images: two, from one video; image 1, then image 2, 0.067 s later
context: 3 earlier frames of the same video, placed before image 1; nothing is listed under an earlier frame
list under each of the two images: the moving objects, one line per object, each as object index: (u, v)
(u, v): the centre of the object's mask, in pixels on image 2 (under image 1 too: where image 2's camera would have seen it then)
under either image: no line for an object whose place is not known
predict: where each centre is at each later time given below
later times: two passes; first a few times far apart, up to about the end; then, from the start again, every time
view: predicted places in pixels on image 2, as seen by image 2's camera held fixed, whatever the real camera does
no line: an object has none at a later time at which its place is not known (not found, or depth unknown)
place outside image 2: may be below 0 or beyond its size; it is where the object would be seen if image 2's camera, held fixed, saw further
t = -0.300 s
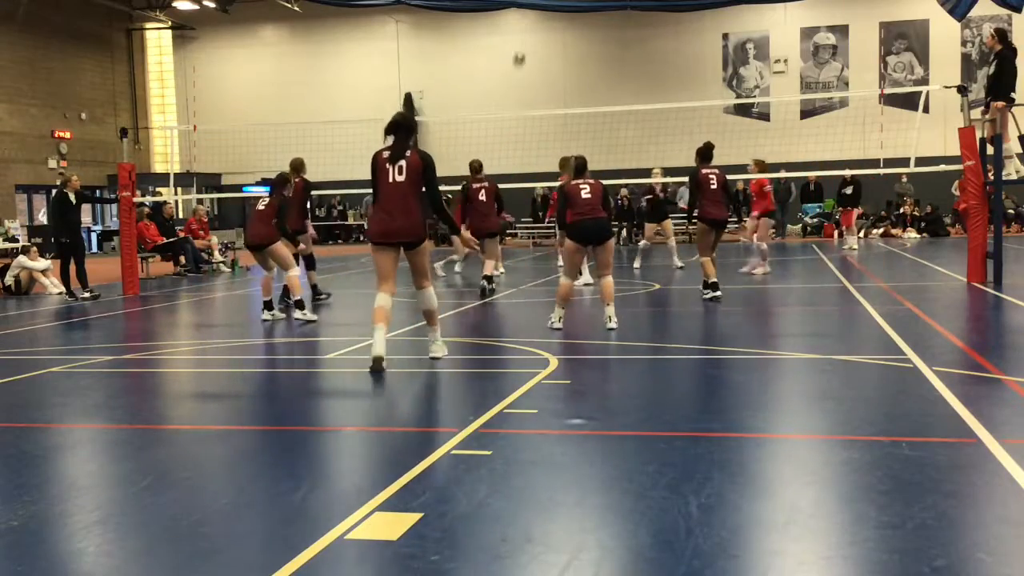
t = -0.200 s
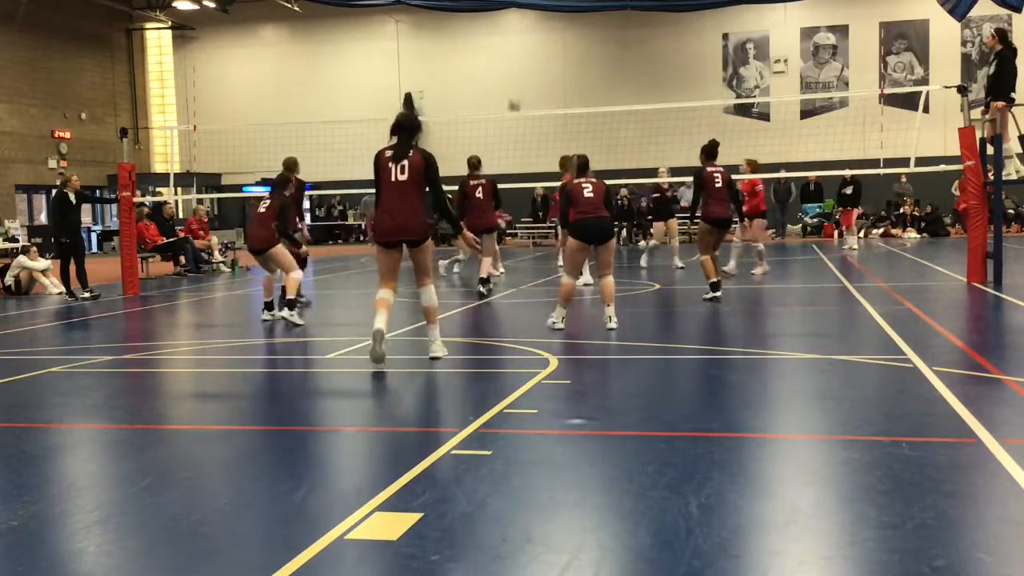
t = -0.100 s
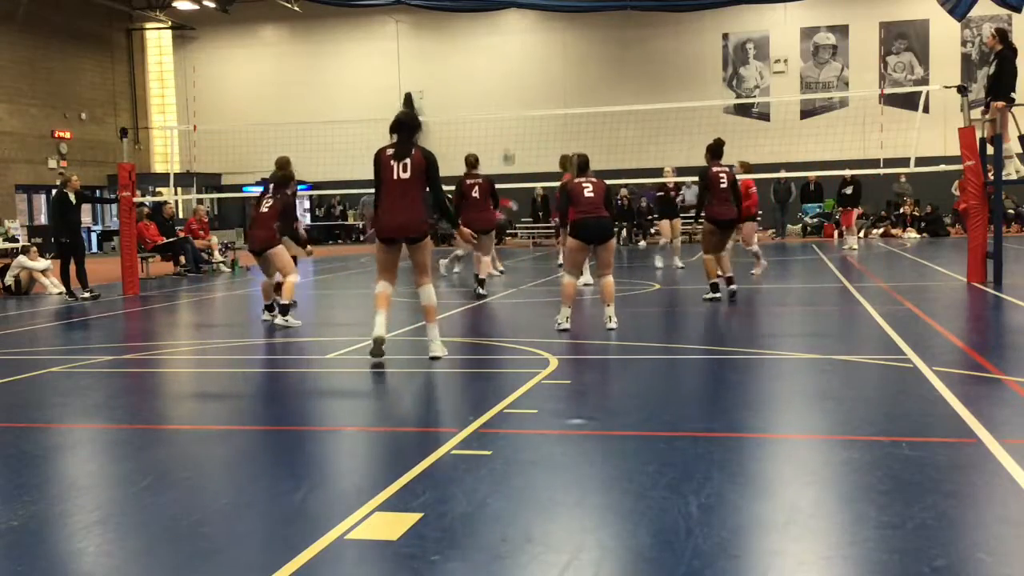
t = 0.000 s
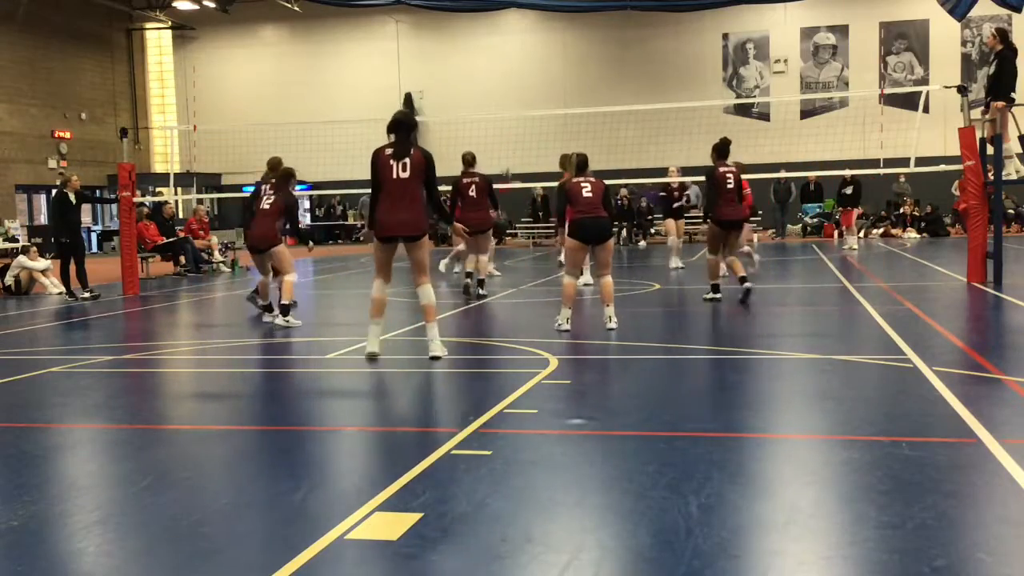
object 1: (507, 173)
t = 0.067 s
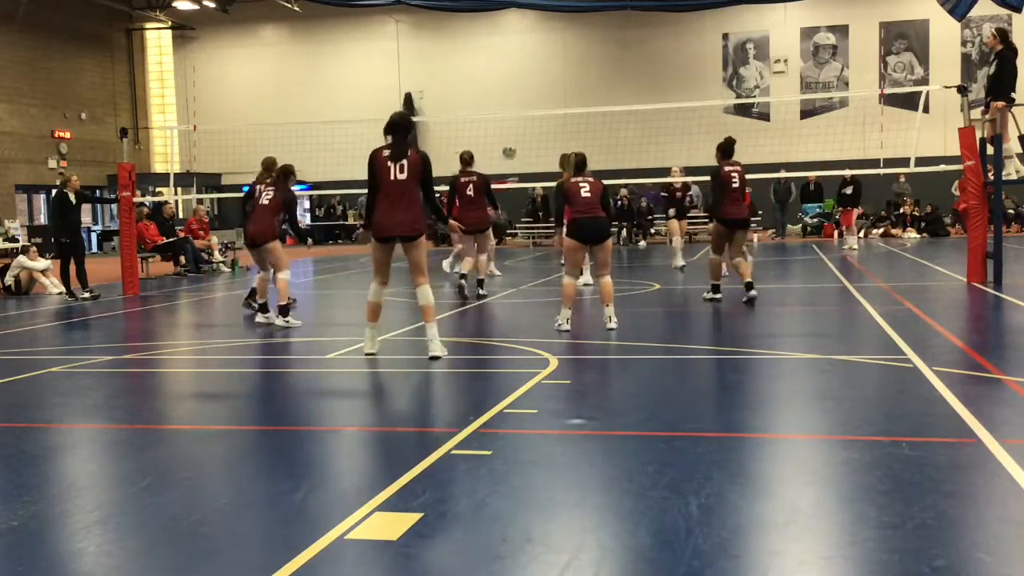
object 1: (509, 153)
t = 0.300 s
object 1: (518, 94)
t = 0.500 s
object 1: (528, 72)
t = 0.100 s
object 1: (510, 142)
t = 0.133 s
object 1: (511, 133)
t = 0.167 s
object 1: (512, 124)
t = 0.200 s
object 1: (513, 118)
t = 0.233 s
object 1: (514, 107)
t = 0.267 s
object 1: (516, 99)
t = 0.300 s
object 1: (518, 94)
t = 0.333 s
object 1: (519, 89)
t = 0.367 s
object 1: (521, 83)
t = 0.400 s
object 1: (522, 79)
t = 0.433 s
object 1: (524, 76)
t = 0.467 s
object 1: (526, 73)
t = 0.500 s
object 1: (528, 72)
